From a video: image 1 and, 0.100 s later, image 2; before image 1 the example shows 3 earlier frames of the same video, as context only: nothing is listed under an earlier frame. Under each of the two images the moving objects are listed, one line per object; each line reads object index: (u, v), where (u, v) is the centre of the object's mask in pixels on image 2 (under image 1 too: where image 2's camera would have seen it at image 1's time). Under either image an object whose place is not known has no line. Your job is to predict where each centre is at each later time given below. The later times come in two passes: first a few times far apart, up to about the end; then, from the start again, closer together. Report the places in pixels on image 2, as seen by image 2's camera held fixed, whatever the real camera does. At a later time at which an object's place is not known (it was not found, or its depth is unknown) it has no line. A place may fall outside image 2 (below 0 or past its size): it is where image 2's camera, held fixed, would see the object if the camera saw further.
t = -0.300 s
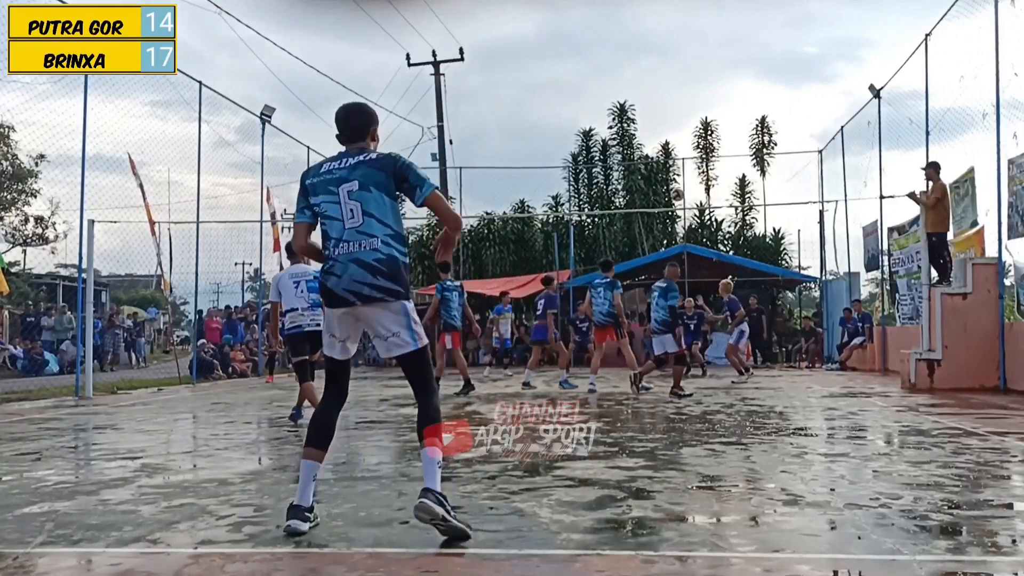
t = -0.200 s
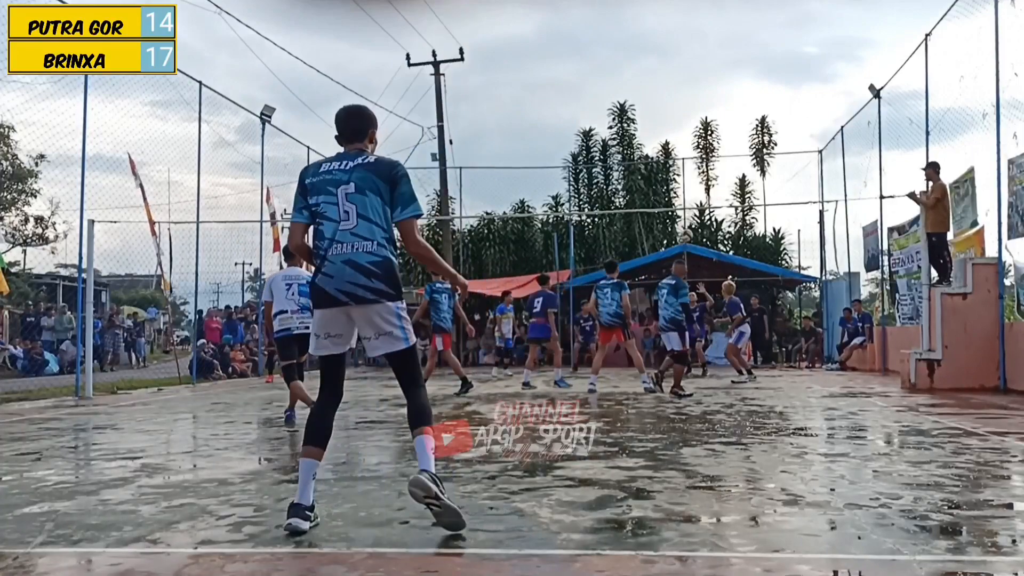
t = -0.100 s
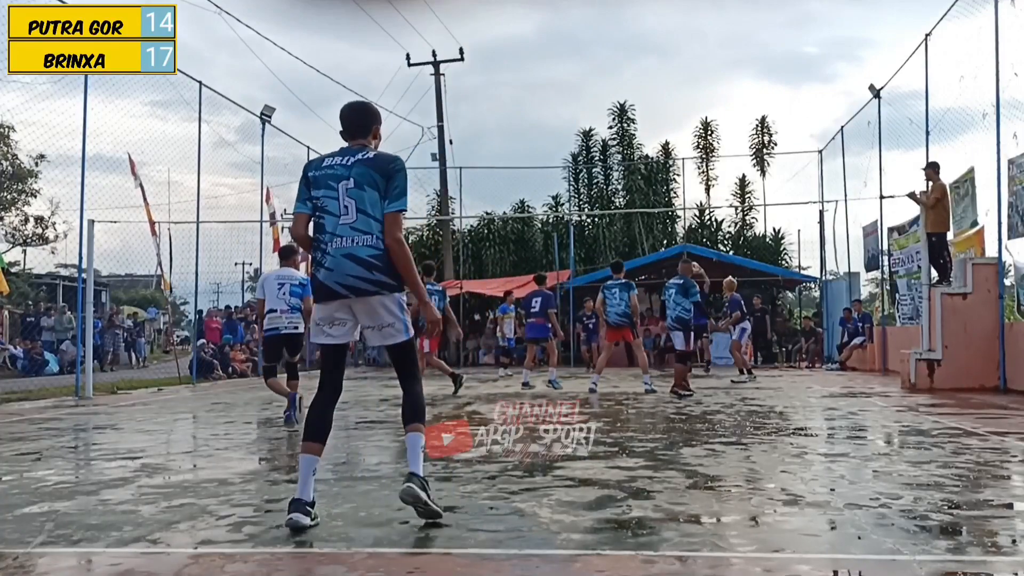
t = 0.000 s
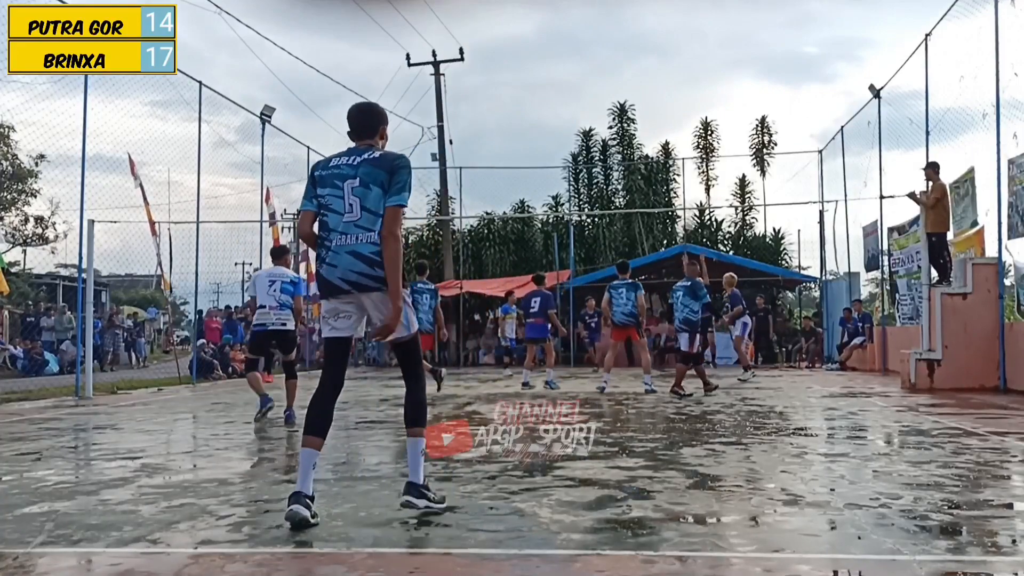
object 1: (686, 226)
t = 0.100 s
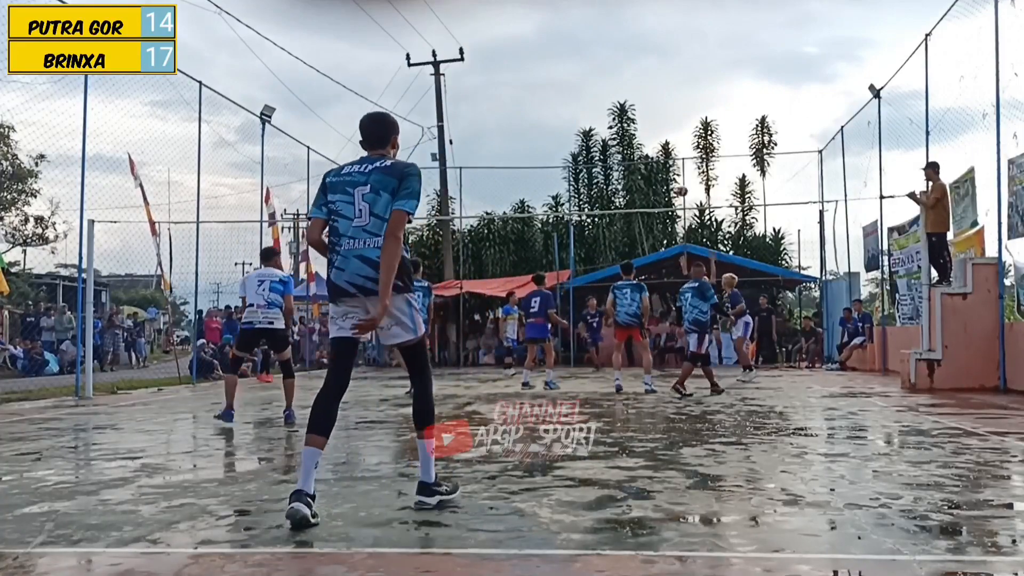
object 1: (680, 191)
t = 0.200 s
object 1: (677, 159)
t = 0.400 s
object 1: (666, 110)
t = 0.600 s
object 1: (656, 81)
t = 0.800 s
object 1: (647, 73)
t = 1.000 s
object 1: (637, 90)
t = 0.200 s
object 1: (677, 159)
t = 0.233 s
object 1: (675, 150)
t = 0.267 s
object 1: (673, 140)
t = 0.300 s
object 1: (671, 132)
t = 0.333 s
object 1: (670, 124)
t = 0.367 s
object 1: (668, 116)
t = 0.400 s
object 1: (666, 110)
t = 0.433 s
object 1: (665, 103)
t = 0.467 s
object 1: (663, 98)
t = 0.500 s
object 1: (661, 92)
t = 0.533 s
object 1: (660, 88)
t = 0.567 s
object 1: (658, 84)
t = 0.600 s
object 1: (656, 81)
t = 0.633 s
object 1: (655, 78)
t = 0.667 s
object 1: (653, 76)
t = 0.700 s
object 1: (652, 75)
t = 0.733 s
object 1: (650, 74)
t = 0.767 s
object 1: (648, 73)
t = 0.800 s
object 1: (647, 73)
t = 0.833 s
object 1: (645, 74)
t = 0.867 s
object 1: (644, 76)
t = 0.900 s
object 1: (642, 78)
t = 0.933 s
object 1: (640, 81)
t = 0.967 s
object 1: (639, 85)
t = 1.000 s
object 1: (637, 90)
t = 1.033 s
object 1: (636, 95)
